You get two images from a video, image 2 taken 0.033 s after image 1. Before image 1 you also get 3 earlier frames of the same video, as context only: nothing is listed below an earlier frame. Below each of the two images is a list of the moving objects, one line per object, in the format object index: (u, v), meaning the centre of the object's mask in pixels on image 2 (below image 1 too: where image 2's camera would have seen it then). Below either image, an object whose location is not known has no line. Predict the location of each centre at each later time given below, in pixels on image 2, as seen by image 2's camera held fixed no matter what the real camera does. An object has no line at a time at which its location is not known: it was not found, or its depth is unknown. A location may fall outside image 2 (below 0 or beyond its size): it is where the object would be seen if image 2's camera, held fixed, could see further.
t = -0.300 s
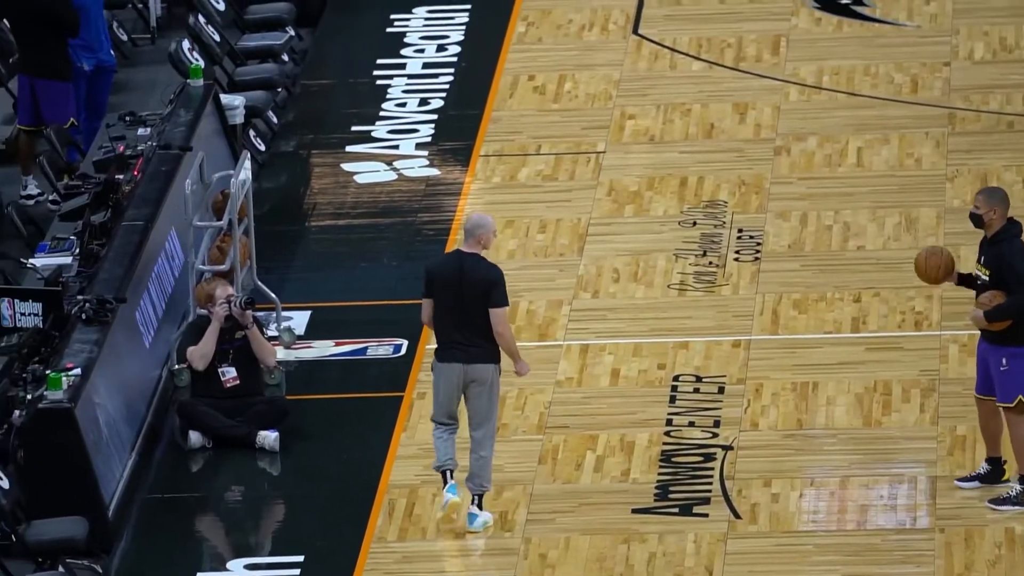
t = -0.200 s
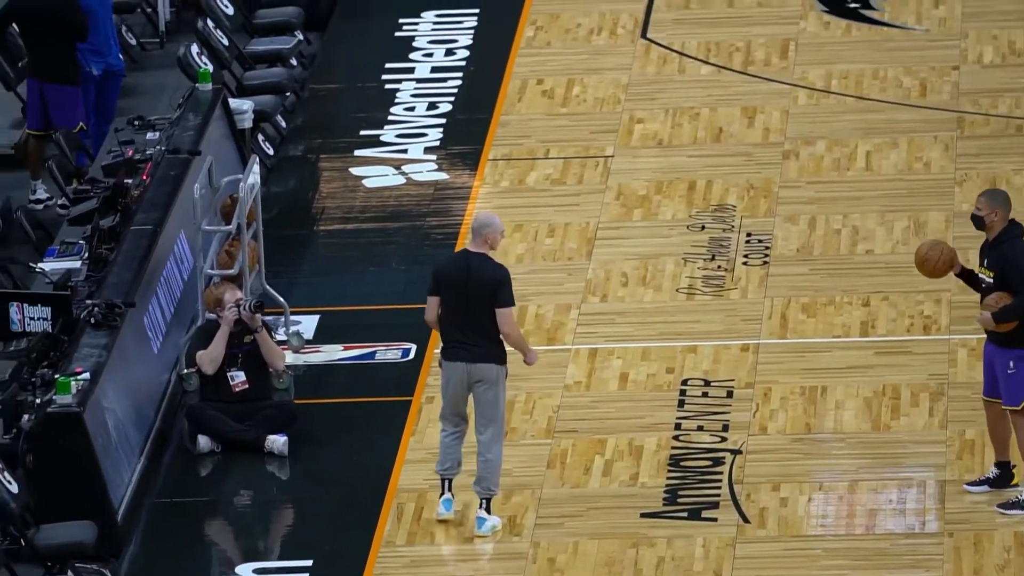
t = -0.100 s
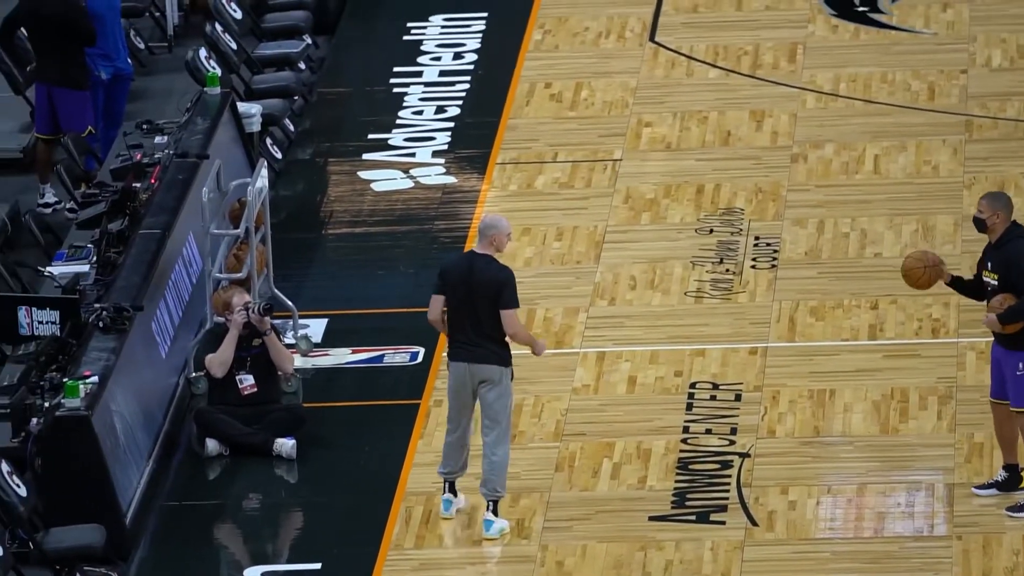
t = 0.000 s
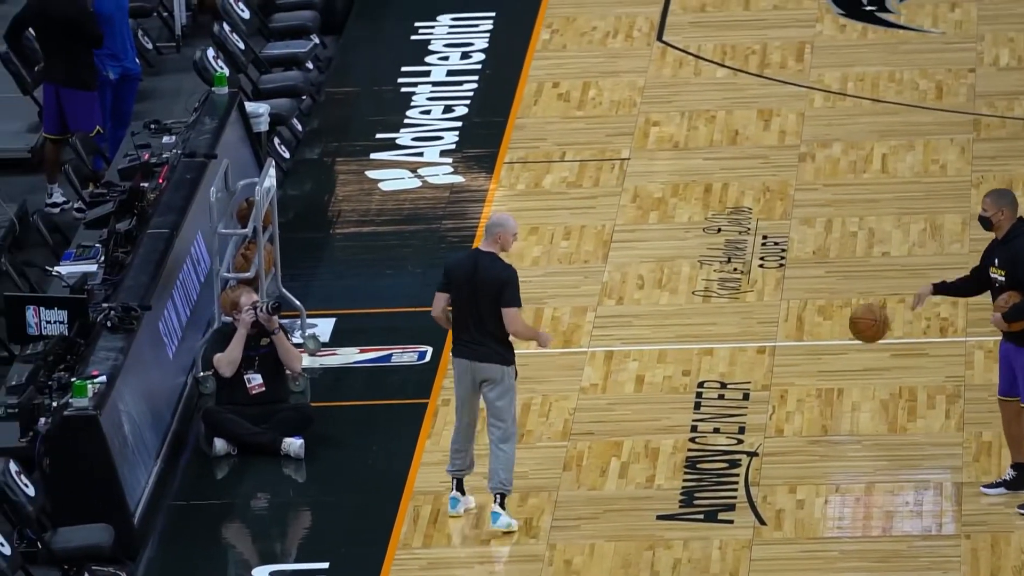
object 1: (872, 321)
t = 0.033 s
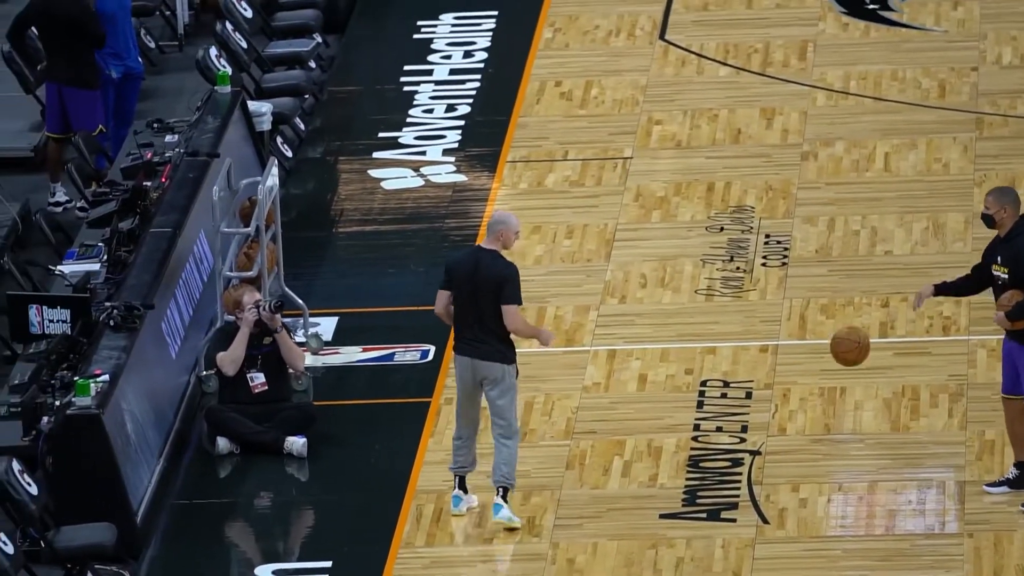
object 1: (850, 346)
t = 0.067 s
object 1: (828, 373)
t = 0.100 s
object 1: (806, 402)
